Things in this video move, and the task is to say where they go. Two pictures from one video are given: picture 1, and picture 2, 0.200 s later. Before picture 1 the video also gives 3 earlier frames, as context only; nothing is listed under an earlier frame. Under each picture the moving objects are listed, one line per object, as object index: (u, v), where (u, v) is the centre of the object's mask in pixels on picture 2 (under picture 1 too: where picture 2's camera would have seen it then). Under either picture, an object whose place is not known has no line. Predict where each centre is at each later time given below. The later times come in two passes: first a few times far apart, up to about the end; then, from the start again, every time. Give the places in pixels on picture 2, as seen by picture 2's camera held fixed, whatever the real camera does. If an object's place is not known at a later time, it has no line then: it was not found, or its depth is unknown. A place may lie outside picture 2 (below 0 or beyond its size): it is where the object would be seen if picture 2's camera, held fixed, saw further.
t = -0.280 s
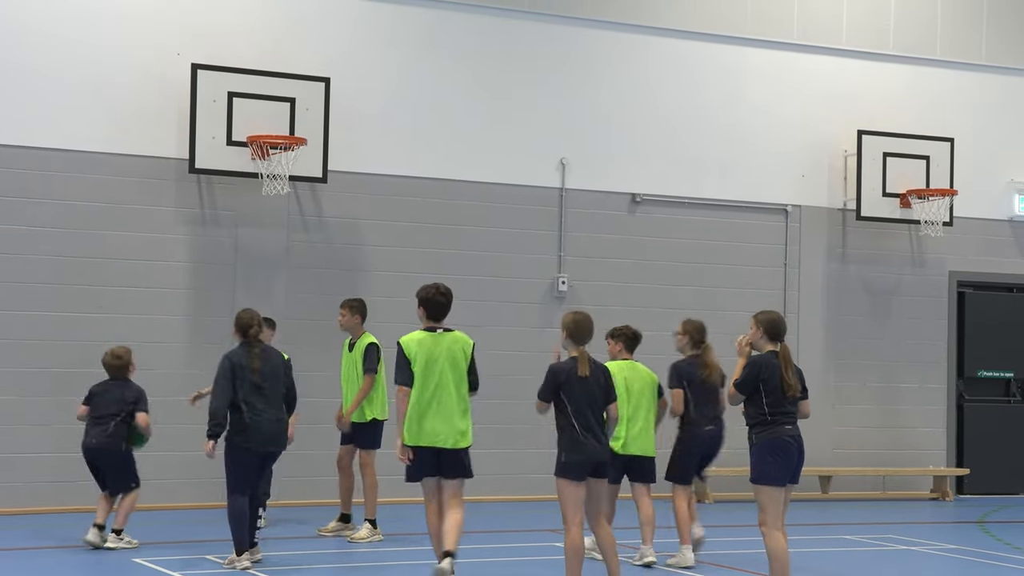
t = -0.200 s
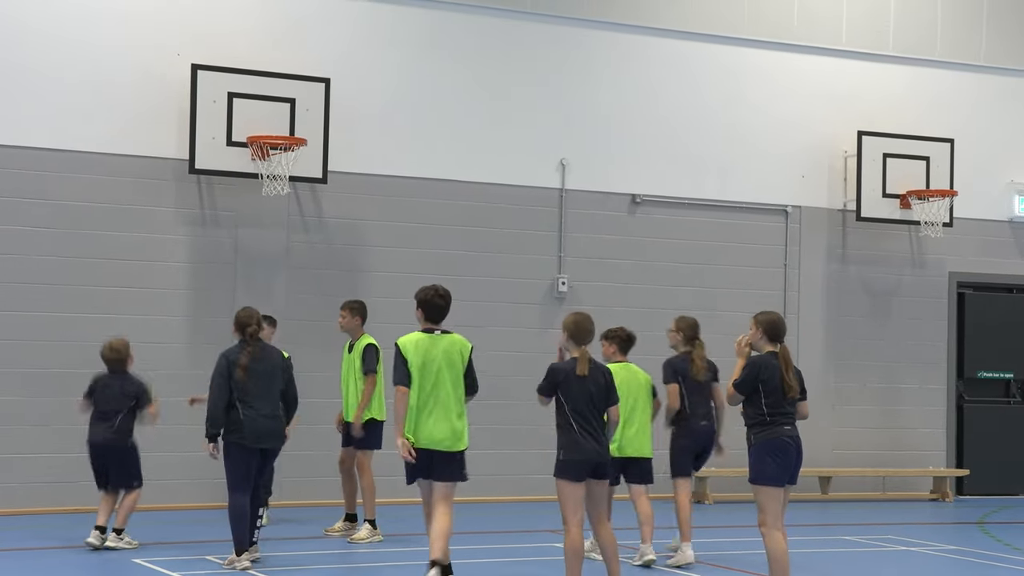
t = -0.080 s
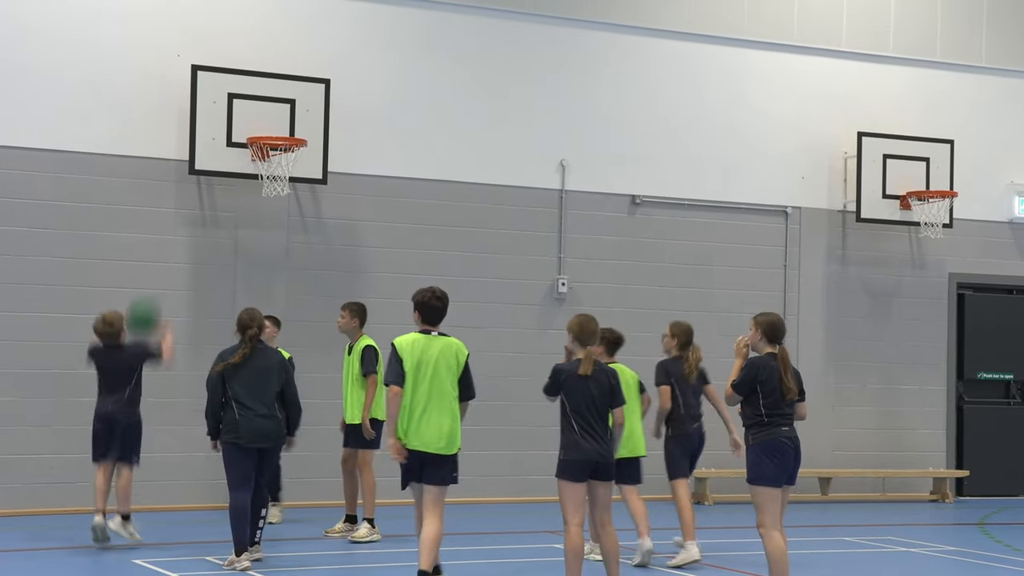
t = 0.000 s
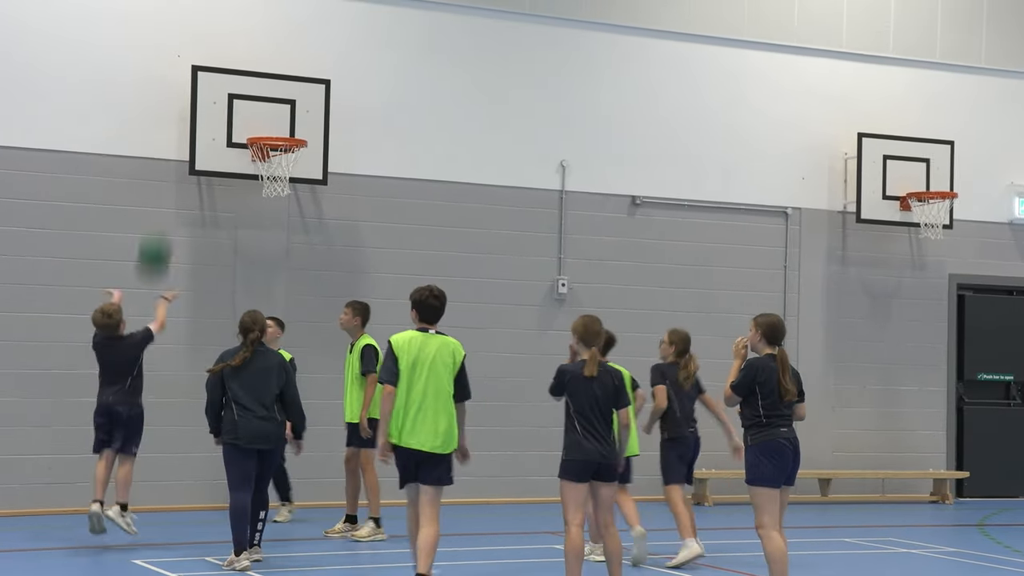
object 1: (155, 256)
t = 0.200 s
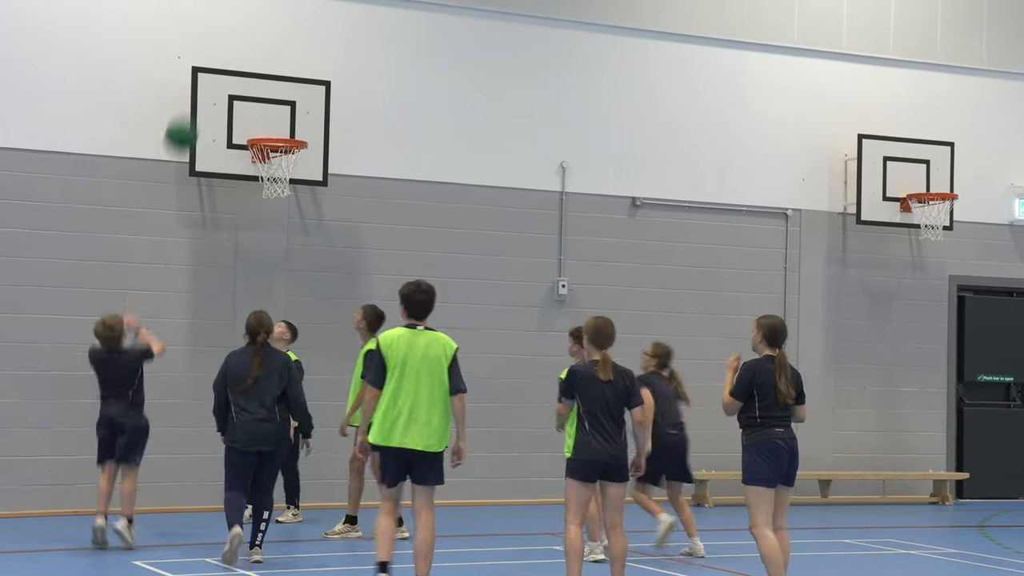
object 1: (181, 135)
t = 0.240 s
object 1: (186, 118)
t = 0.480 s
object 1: (211, 63)
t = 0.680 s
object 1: (228, 72)
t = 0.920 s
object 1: (263, 128)
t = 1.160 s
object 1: (294, 160)
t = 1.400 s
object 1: (276, 177)
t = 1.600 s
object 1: (267, 179)
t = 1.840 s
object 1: (277, 205)
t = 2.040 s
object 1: (287, 272)
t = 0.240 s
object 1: (186, 118)
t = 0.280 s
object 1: (190, 104)
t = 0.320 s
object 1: (195, 91)
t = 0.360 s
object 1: (199, 81)
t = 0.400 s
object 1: (203, 73)
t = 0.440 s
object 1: (207, 67)
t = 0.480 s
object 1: (211, 63)
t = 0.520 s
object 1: (215, 61)
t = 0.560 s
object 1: (218, 61)
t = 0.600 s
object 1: (222, 63)
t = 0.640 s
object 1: (225, 67)
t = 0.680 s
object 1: (228, 72)
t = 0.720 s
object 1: (231, 79)
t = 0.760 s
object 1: (235, 89)
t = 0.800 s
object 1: (241, 96)
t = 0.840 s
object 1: (249, 107)
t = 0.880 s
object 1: (256, 118)
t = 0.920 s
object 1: (263, 128)
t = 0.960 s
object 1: (272, 138)
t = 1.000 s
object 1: (278, 146)
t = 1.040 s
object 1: (287, 156)
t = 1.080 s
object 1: (292, 157)
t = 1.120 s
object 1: (293, 158)
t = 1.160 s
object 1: (294, 160)
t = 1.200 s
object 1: (294, 162)
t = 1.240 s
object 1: (292, 164)
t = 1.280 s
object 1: (288, 170)
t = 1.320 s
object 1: (286, 171)
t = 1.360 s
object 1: (281, 173)
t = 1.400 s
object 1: (276, 177)
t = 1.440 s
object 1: (271, 177)
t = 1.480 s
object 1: (268, 178)
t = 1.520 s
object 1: (267, 178)
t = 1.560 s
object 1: (267, 178)
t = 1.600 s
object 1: (267, 179)
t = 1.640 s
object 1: (267, 181)
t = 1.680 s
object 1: (269, 182)
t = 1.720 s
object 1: (271, 187)
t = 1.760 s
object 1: (274, 191)
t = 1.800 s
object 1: (276, 200)
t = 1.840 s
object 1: (277, 205)
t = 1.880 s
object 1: (280, 214)
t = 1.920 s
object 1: (281, 225)
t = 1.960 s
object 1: (283, 239)
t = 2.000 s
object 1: (285, 253)
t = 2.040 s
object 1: (287, 272)
